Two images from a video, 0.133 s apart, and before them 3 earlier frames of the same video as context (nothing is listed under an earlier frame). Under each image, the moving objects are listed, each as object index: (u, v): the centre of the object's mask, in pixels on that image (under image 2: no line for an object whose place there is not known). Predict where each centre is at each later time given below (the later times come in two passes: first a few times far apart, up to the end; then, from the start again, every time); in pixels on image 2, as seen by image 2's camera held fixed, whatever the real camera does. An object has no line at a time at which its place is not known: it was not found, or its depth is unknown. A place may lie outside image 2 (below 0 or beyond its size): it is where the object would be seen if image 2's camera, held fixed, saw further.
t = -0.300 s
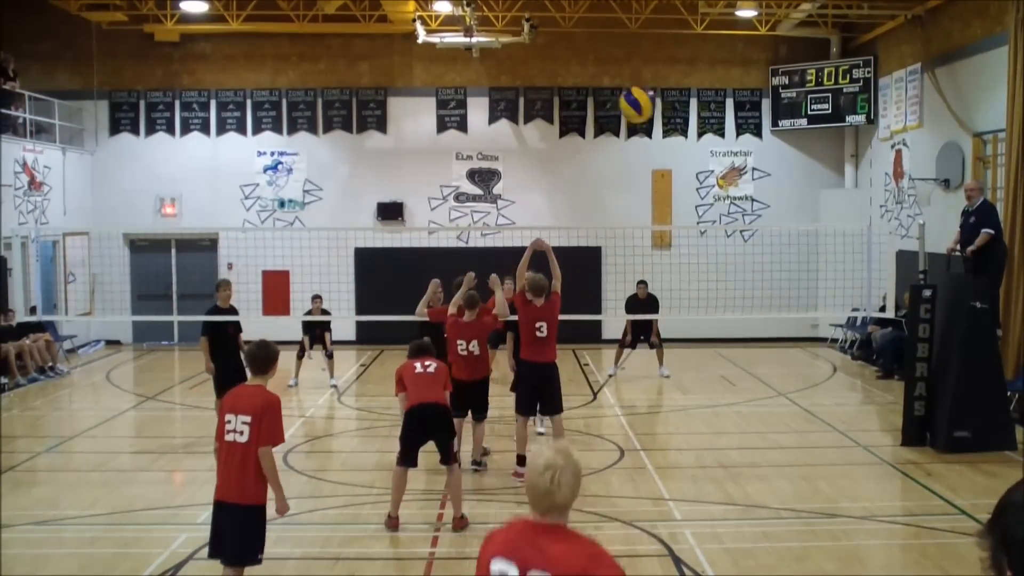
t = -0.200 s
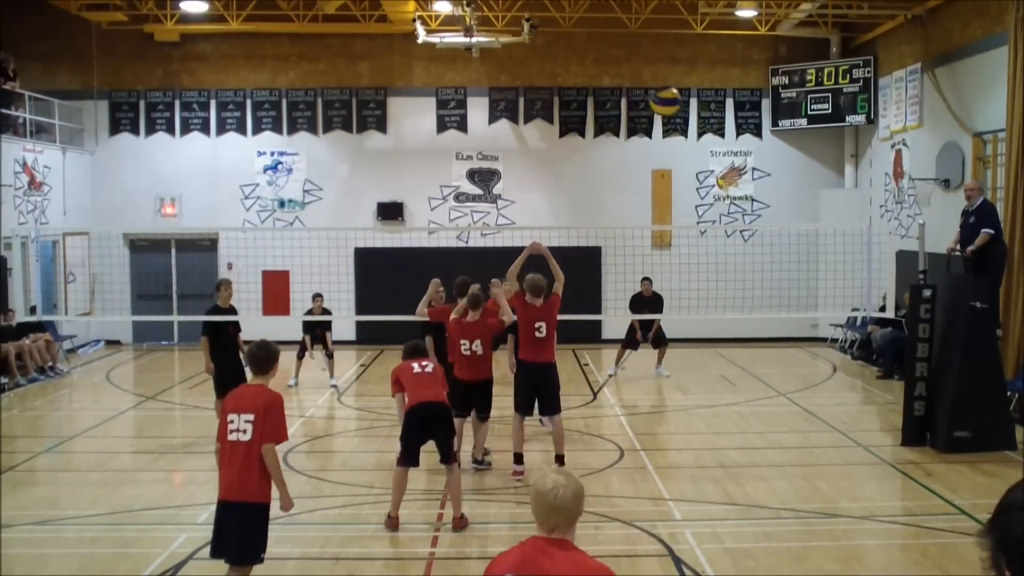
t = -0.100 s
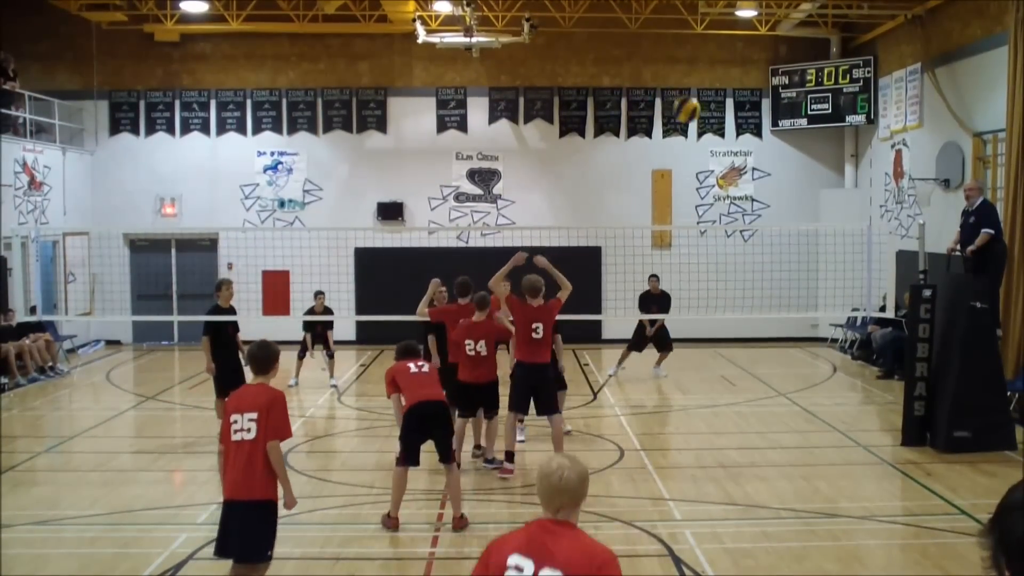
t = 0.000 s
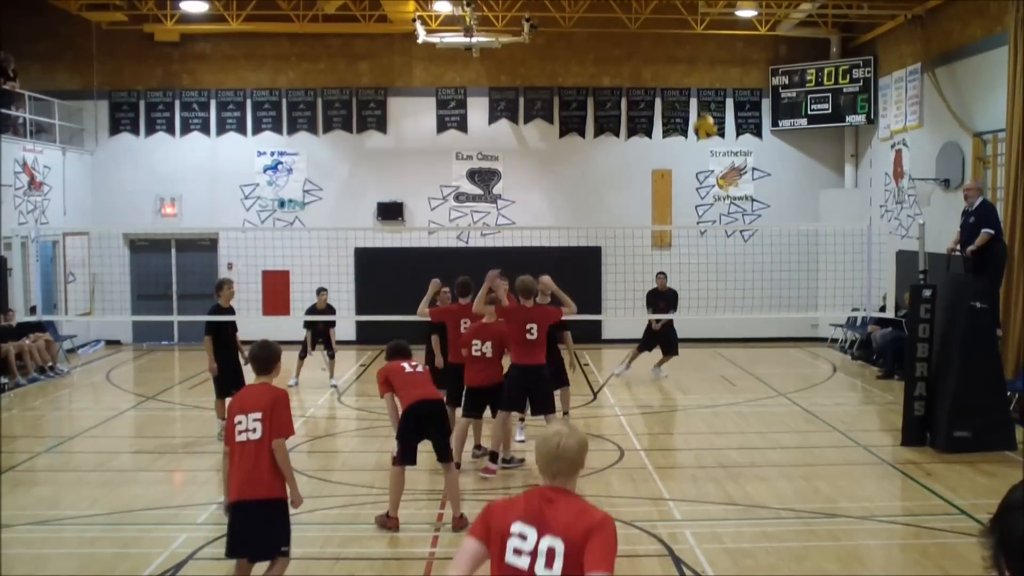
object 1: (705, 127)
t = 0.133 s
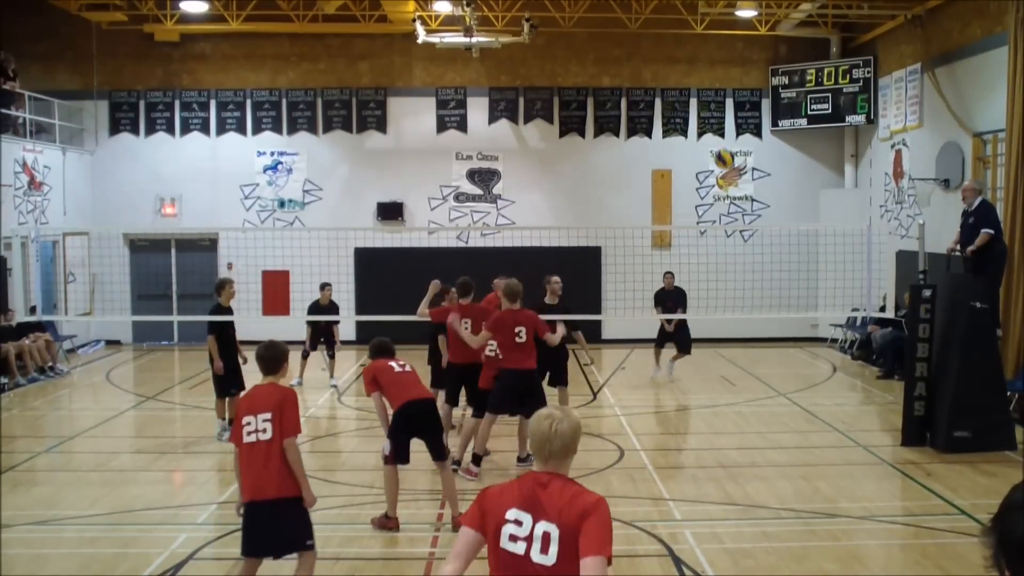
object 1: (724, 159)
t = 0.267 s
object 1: (737, 195)
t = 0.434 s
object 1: (749, 250)
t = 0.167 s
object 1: (728, 167)
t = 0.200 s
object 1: (731, 176)
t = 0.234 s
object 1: (734, 184)
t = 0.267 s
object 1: (737, 195)
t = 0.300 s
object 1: (739, 204)
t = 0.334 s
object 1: (742, 216)
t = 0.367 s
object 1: (745, 228)
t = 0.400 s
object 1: (747, 238)
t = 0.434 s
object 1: (749, 250)
